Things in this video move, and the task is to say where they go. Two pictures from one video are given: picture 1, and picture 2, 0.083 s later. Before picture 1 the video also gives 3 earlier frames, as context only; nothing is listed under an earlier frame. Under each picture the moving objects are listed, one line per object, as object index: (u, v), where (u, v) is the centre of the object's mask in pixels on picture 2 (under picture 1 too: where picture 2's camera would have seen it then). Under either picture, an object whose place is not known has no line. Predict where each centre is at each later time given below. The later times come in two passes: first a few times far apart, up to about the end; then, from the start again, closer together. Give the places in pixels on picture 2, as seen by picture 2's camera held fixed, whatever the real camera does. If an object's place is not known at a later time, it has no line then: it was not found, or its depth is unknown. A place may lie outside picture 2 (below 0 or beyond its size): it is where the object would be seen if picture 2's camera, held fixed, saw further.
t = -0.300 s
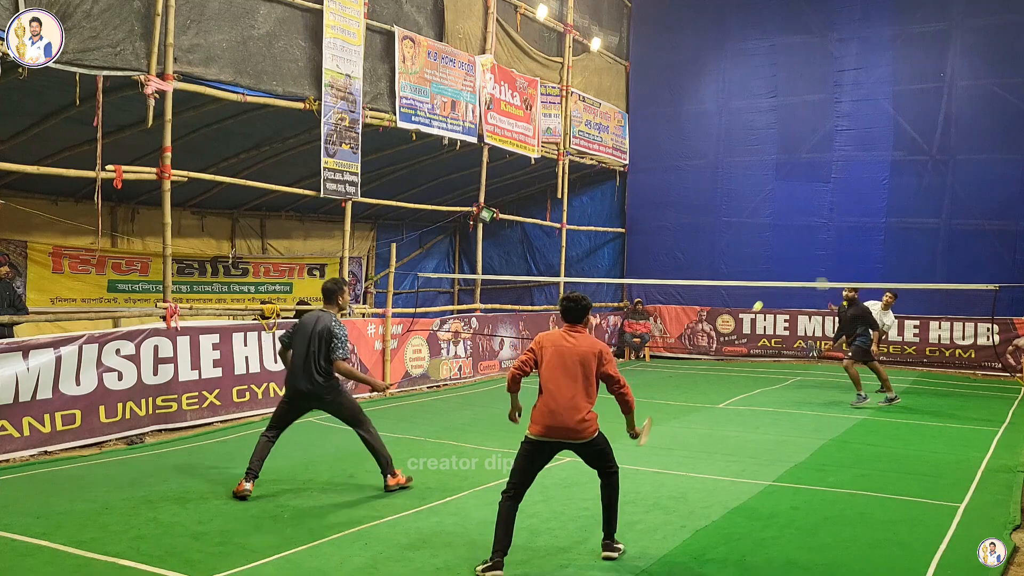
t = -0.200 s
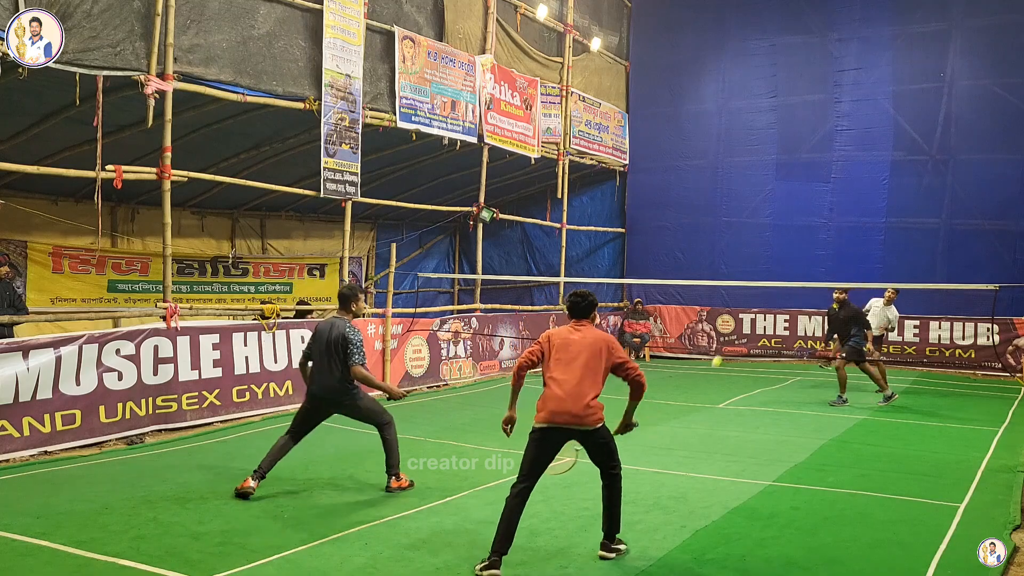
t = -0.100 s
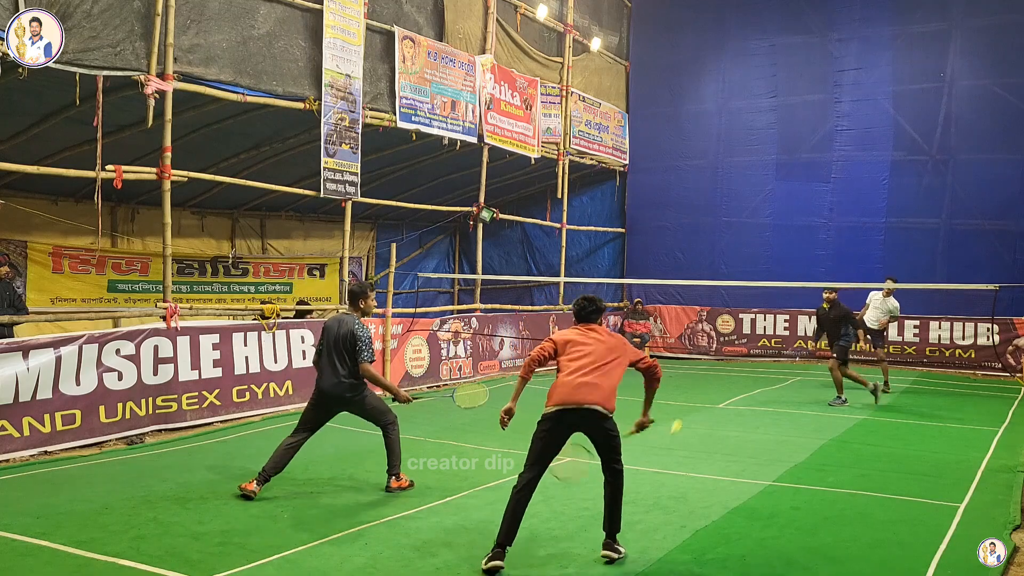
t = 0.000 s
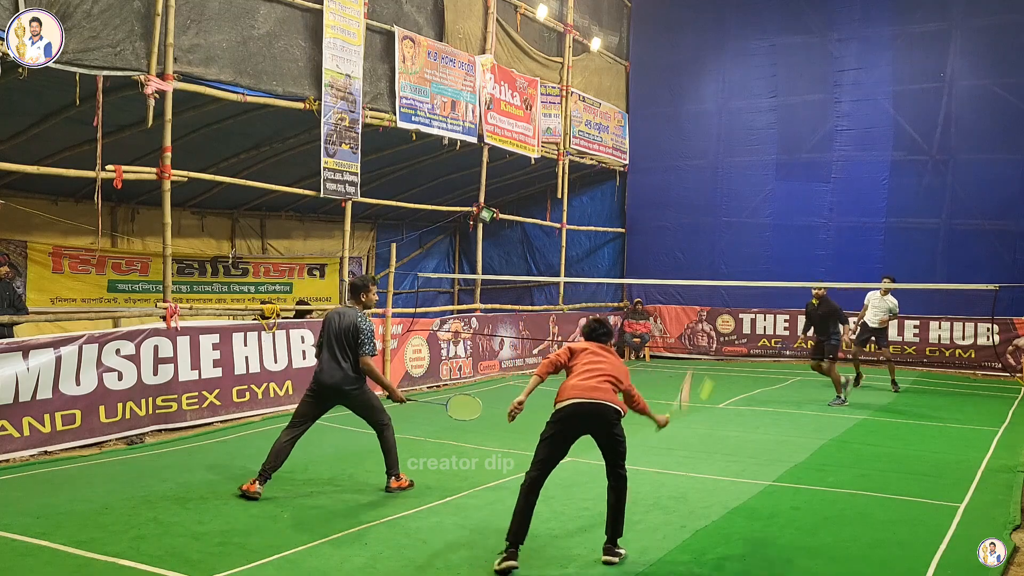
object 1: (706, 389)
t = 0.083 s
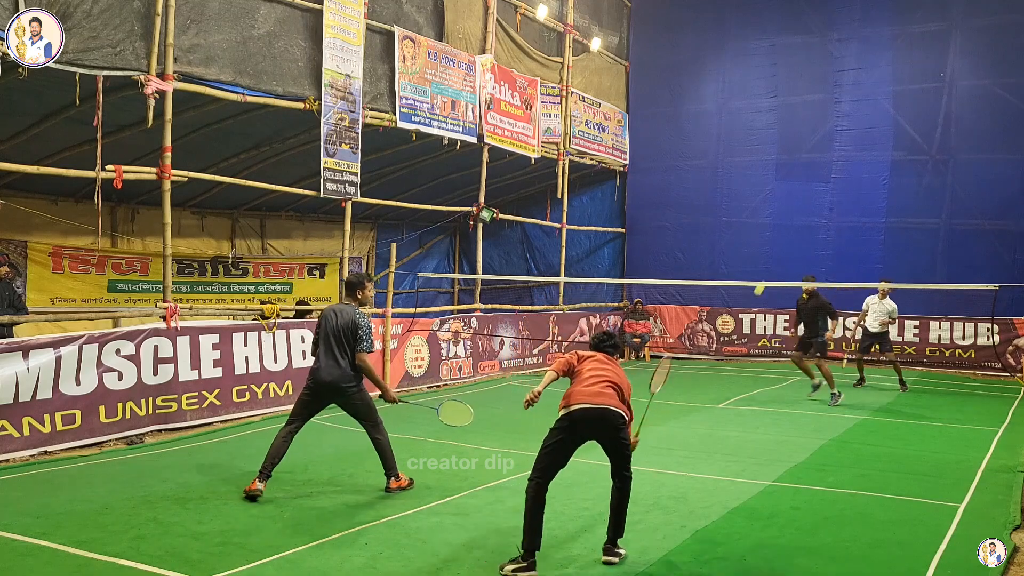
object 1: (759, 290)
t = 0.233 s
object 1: (810, 215)
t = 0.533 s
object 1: (854, 192)
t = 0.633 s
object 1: (862, 202)
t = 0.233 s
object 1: (810, 215)
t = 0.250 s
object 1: (813, 211)
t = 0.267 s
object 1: (816, 207)
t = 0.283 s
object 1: (820, 203)
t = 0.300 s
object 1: (823, 201)
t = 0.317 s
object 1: (826, 198)
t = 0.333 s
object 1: (828, 196)
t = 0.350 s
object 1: (831, 195)
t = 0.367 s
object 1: (834, 193)
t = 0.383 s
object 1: (836, 192)
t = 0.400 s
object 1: (838, 191)
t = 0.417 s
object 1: (841, 190)
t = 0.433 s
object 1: (843, 190)
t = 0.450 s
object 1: (844, 190)
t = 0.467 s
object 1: (846, 190)
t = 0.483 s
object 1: (848, 190)
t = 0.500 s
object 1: (850, 191)
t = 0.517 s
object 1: (852, 192)
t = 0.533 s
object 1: (854, 192)
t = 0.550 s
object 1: (855, 193)
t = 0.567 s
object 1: (857, 195)
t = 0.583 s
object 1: (858, 196)
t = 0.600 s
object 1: (860, 198)
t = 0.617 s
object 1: (861, 200)
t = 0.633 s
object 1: (862, 202)
